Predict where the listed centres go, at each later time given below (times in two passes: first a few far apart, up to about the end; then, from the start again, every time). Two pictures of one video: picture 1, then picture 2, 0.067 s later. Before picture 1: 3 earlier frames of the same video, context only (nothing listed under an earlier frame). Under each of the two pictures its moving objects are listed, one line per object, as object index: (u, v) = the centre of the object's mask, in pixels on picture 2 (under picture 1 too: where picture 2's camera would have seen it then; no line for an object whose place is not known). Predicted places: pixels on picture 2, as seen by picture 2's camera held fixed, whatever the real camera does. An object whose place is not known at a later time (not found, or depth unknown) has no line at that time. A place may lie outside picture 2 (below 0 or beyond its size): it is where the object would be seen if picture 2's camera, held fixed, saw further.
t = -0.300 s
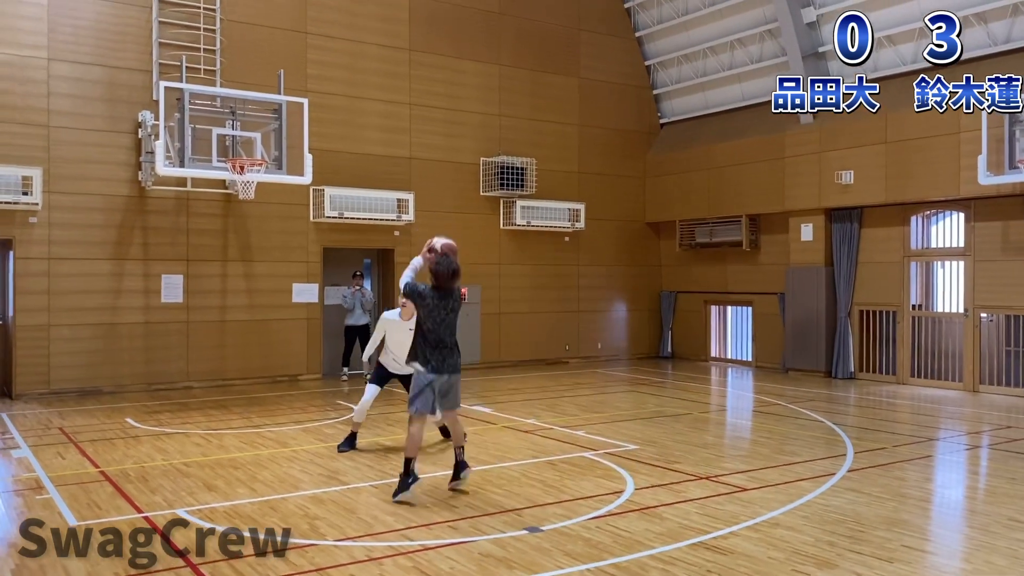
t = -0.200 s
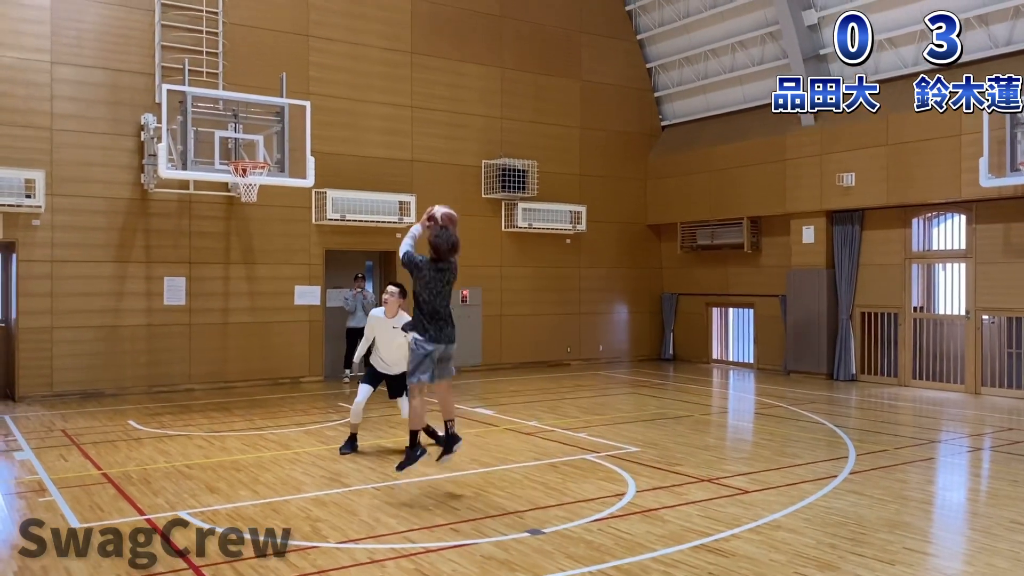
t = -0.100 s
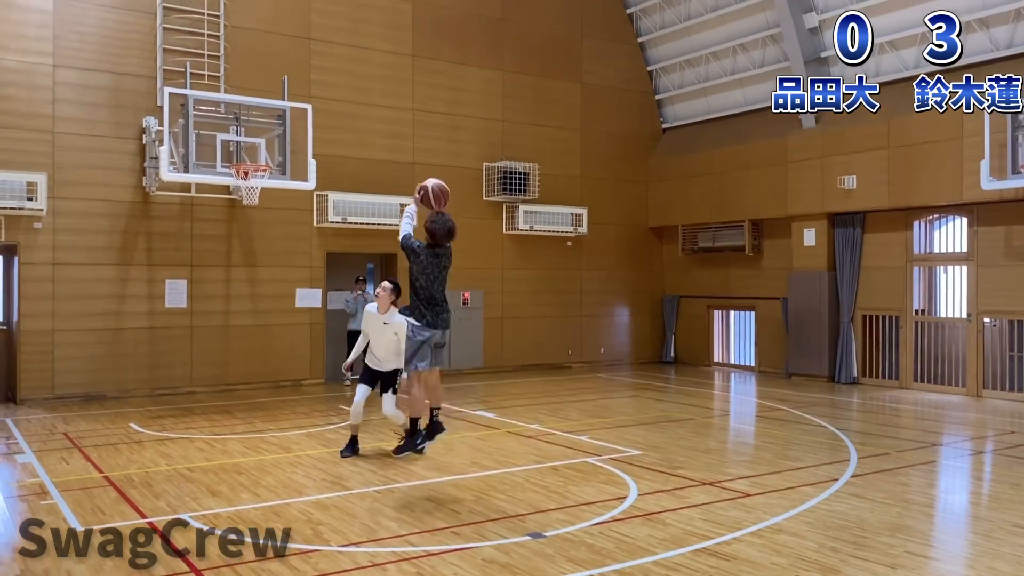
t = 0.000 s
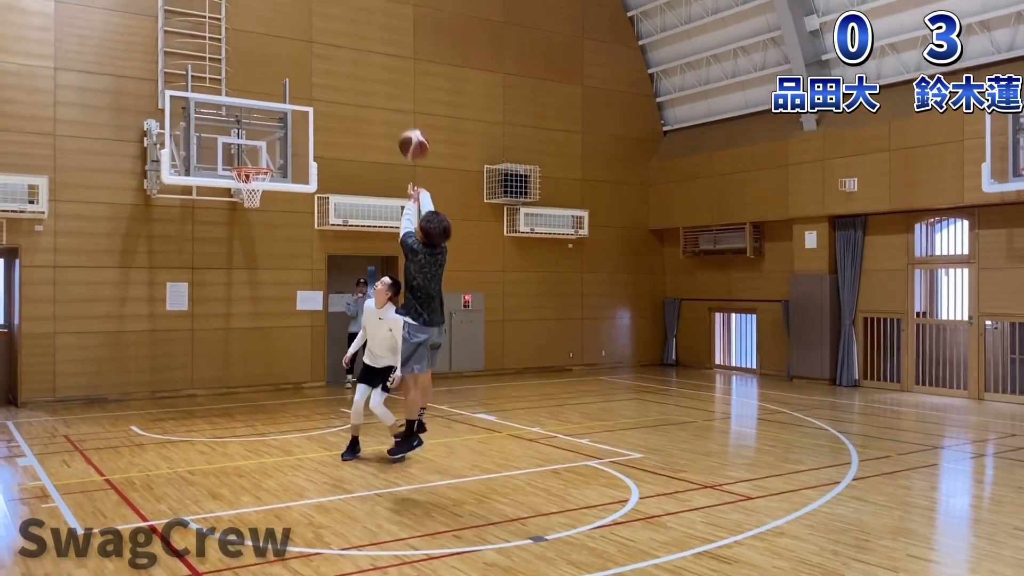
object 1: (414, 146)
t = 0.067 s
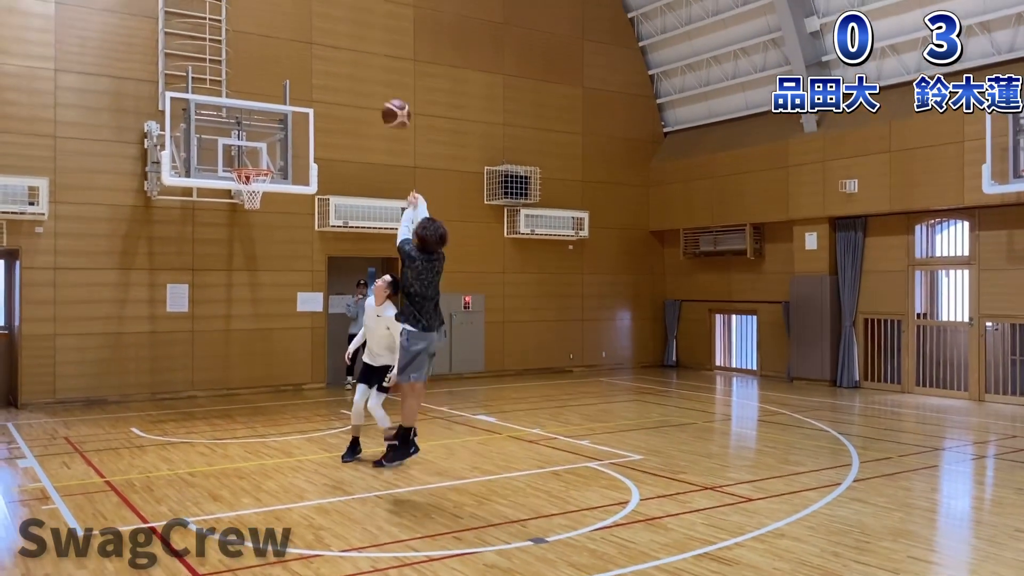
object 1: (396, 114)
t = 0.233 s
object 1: (356, 65)
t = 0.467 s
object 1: (313, 54)
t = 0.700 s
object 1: (278, 93)
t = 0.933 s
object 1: (251, 165)
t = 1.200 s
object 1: (260, 226)
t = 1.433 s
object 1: (273, 307)
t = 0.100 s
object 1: (387, 100)
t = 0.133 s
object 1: (379, 88)
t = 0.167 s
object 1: (371, 79)
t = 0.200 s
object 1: (364, 71)
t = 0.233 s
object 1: (356, 65)
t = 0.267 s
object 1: (349, 60)
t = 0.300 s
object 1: (343, 56)
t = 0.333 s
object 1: (336, 53)
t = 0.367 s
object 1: (330, 52)
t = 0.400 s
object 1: (324, 51)
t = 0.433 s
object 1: (318, 52)
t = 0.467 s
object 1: (313, 54)
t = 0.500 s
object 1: (307, 57)
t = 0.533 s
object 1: (302, 61)
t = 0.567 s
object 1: (297, 66)
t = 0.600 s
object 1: (292, 71)
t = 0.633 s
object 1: (287, 77)
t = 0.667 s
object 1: (282, 85)
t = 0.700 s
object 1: (278, 93)
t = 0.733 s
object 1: (274, 102)
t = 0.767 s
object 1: (269, 112)
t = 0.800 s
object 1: (265, 122)
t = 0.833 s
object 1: (260, 133)
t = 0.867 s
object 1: (256, 144)
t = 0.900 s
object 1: (252, 157)
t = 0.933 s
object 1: (251, 165)
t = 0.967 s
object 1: (248, 179)
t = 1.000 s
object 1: (250, 189)
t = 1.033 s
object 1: (248, 190)
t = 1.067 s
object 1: (251, 198)
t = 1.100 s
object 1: (254, 204)
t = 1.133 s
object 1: (255, 209)
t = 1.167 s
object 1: (258, 218)
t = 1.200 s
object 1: (260, 226)
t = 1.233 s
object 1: (262, 234)
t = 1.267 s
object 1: (264, 244)
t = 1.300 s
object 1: (266, 254)
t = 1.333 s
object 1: (266, 267)
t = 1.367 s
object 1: (269, 279)
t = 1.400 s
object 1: (271, 294)
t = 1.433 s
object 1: (273, 307)
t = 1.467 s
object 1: (275, 323)
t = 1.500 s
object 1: (279, 339)
